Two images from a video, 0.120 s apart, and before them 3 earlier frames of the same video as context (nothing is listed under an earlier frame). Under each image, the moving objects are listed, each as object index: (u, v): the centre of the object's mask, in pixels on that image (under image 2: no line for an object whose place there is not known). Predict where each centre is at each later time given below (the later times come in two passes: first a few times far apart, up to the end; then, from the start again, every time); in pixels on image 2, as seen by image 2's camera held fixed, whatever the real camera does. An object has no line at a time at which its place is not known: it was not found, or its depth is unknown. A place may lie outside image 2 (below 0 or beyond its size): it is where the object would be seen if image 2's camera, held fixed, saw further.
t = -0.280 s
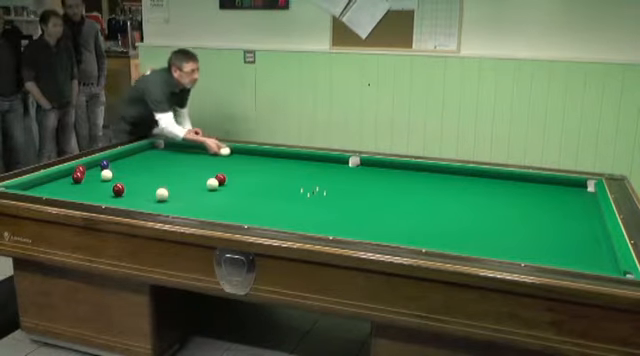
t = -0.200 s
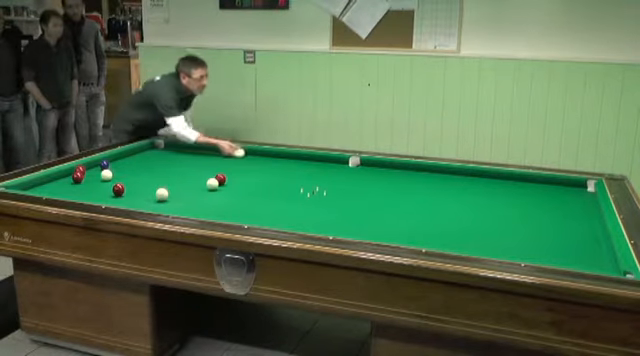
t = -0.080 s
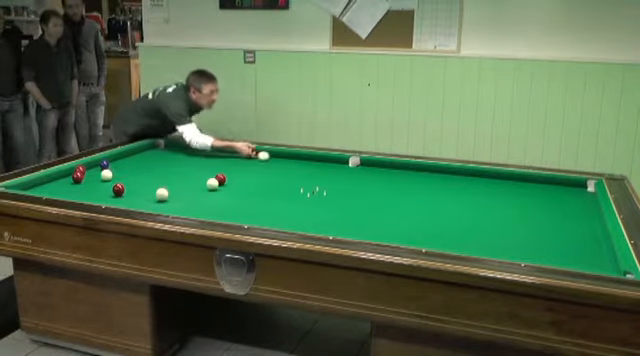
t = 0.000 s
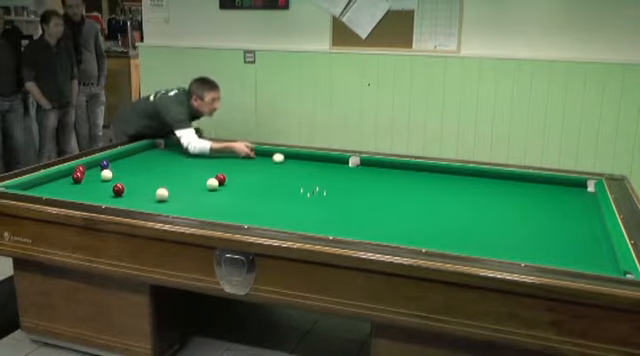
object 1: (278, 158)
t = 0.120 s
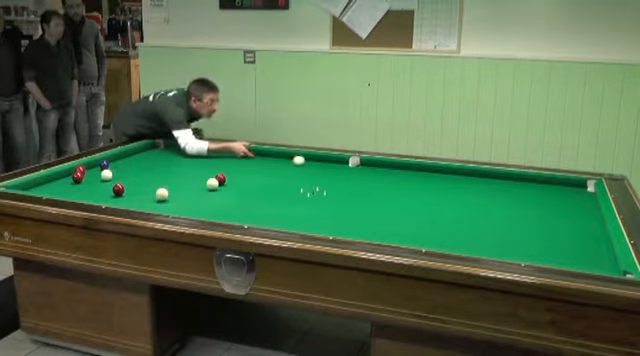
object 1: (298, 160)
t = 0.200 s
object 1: (312, 162)
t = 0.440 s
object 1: (354, 167)
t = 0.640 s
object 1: (391, 172)
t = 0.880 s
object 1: (437, 178)
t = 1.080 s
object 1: (477, 183)
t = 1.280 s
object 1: (518, 189)
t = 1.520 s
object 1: (568, 196)
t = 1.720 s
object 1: (578, 198)
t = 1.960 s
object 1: (546, 196)
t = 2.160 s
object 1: (521, 194)
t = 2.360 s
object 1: (498, 191)
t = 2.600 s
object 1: (469, 189)
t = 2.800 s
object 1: (445, 187)
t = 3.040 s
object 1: (418, 185)
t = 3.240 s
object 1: (395, 184)
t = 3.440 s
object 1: (374, 182)
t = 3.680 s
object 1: (349, 180)
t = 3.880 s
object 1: (328, 179)
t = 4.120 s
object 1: (305, 177)
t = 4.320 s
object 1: (285, 176)
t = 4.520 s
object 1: (267, 174)
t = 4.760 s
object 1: (245, 173)
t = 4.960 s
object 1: (229, 171)
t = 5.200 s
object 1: (209, 170)
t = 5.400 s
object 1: (193, 169)
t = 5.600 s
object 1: (179, 168)
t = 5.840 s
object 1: (161, 167)
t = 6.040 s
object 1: (147, 166)
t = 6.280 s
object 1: (132, 165)
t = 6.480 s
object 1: (119, 164)
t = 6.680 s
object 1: (111, 162)
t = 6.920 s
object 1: (111, 162)
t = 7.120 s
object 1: (116, 162)
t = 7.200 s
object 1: (118, 162)
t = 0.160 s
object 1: (305, 161)
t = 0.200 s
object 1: (312, 162)
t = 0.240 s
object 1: (319, 163)
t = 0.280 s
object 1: (326, 164)
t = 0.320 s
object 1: (333, 164)
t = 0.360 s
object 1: (340, 165)
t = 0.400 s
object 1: (347, 166)
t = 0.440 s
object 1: (354, 167)
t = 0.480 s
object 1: (361, 168)
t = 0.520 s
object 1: (369, 169)
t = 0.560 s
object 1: (376, 170)
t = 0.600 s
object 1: (384, 171)
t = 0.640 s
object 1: (391, 172)
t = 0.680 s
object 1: (399, 173)
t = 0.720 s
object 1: (406, 174)
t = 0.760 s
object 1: (414, 175)
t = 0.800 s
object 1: (422, 176)
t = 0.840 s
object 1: (430, 177)
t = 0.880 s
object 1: (437, 178)
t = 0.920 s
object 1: (445, 179)
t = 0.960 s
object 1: (453, 180)
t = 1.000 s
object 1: (461, 181)
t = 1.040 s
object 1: (469, 182)
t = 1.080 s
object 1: (477, 183)
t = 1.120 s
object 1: (485, 184)
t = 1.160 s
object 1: (493, 185)
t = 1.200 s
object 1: (501, 186)
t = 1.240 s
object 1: (509, 187)
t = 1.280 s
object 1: (518, 189)
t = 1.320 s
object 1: (526, 190)
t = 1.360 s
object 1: (534, 191)
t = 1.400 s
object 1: (542, 192)
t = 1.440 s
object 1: (551, 193)
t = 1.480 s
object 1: (559, 195)
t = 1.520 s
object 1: (568, 196)
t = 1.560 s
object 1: (576, 197)
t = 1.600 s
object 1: (584, 198)
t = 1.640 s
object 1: (591, 199)
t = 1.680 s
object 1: (584, 199)
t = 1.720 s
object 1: (578, 198)
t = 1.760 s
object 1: (572, 198)
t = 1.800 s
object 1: (567, 197)
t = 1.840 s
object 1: (561, 197)
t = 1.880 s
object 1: (557, 196)
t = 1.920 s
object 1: (551, 196)
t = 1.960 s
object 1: (546, 196)
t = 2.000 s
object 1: (542, 195)
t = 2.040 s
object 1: (536, 195)
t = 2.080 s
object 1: (532, 194)
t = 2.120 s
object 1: (527, 194)
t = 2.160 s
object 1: (521, 194)
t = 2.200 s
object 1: (517, 193)
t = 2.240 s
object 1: (512, 193)
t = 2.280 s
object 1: (507, 192)
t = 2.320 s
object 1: (502, 192)
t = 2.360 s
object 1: (498, 191)
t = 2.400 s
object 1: (493, 191)
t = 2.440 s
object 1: (488, 191)
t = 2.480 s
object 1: (483, 190)
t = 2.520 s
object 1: (478, 190)
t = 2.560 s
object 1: (473, 190)
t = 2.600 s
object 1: (469, 189)
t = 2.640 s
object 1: (464, 189)
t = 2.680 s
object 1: (459, 188)
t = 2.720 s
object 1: (454, 188)
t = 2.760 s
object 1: (450, 188)
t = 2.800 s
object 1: (445, 187)
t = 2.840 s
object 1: (441, 187)
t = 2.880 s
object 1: (436, 187)
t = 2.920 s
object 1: (432, 187)
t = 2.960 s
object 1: (427, 186)
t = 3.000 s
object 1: (422, 186)
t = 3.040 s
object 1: (418, 185)
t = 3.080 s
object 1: (413, 185)
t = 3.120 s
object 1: (409, 185)
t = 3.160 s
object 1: (404, 184)
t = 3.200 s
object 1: (400, 184)
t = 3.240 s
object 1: (395, 184)
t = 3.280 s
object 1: (392, 183)
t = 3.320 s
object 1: (387, 183)
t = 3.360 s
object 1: (383, 182)
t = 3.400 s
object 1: (378, 182)
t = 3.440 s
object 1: (374, 182)
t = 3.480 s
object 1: (370, 182)
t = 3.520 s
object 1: (366, 181)
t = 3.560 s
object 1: (362, 181)
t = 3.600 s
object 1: (357, 181)
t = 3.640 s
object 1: (353, 181)
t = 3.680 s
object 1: (349, 180)
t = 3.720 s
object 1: (345, 180)
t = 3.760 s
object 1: (340, 180)
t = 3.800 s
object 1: (336, 179)
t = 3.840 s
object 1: (332, 179)
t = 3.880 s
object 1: (328, 179)
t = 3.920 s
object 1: (324, 178)
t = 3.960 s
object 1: (320, 178)
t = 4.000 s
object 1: (316, 178)
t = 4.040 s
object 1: (312, 177)
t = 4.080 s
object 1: (308, 177)
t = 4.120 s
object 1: (305, 177)
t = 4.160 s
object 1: (301, 177)
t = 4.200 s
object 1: (297, 177)
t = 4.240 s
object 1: (293, 176)
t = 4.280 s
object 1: (289, 176)
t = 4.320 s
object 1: (285, 176)
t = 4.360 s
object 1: (282, 176)
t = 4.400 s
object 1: (278, 175)
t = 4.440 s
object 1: (274, 175)
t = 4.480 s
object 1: (270, 175)
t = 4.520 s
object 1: (267, 174)
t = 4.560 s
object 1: (263, 174)
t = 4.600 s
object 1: (259, 174)
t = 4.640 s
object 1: (256, 174)
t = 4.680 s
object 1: (253, 173)
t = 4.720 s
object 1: (249, 173)
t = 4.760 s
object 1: (245, 173)
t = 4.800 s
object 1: (242, 172)
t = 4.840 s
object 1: (239, 172)
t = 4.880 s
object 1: (235, 172)
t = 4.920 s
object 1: (232, 172)
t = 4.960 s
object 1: (229, 171)
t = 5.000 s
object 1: (225, 171)
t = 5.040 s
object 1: (222, 170)
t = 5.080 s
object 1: (219, 169)
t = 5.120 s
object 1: (215, 170)
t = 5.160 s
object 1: (212, 170)
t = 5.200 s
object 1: (209, 170)
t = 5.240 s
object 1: (206, 170)
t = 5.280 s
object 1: (202, 169)
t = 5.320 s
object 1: (199, 169)
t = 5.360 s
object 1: (197, 169)
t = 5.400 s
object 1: (193, 169)
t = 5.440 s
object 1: (191, 169)
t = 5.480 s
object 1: (188, 169)
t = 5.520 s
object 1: (184, 168)
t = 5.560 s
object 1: (181, 168)
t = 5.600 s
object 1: (179, 168)
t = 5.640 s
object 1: (176, 167)
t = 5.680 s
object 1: (173, 167)
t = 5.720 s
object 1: (170, 167)
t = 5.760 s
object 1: (167, 167)
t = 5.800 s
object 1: (164, 167)
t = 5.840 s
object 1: (161, 167)
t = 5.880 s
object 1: (158, 167)
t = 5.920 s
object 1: (155, 166)
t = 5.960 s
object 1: (153, 166)
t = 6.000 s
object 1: (150, 166)
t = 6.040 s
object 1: (147, 166)
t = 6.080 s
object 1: (145, 165)
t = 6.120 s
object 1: (142, 165)
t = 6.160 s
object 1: (139, 165)
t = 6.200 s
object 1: (137, 165)
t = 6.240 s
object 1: (134, 165)
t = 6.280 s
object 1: (132, 165)
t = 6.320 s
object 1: (129, 165)
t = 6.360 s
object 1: (127, 164)
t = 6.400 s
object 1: (124, 164)
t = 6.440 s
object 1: (122, 164)
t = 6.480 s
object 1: (119, 164)
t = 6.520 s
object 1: (116, 164)
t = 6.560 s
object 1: (115, 163)
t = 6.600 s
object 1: (114, 163)
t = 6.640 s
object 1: (113, 163)
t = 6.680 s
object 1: (111, 162)
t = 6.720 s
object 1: (110, 162)
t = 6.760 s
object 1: (109, 162)
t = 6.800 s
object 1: (107, 162)
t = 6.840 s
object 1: (108, 161)
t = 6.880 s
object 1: (109, 162)
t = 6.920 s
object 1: (111, 162)
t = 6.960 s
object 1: (112, 162)
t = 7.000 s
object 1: (113, 162)
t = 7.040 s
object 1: (114, 162)
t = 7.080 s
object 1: (115, 162)
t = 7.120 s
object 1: (116, 162)
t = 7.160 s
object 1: (117, 162)
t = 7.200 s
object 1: (118, 162)
